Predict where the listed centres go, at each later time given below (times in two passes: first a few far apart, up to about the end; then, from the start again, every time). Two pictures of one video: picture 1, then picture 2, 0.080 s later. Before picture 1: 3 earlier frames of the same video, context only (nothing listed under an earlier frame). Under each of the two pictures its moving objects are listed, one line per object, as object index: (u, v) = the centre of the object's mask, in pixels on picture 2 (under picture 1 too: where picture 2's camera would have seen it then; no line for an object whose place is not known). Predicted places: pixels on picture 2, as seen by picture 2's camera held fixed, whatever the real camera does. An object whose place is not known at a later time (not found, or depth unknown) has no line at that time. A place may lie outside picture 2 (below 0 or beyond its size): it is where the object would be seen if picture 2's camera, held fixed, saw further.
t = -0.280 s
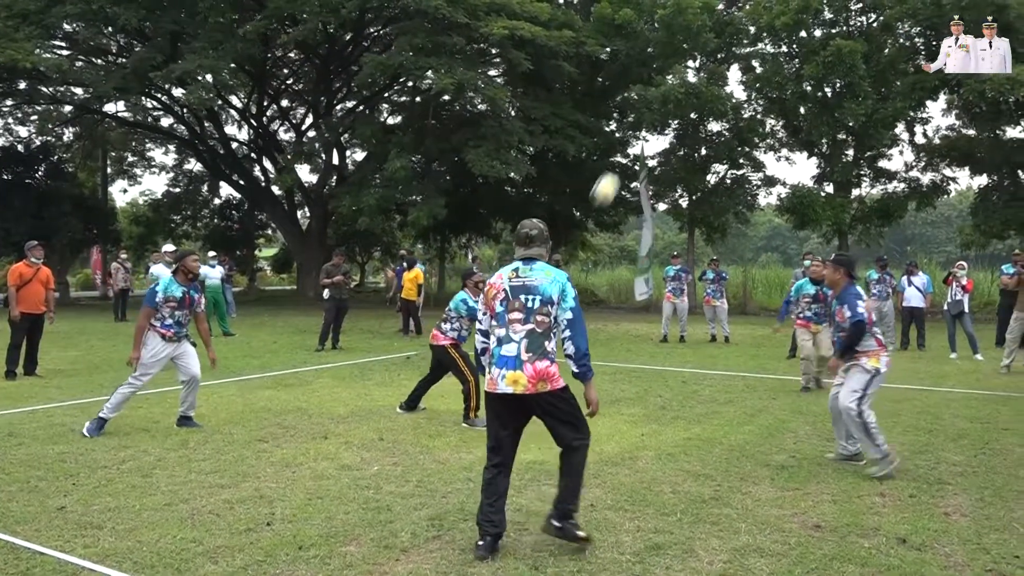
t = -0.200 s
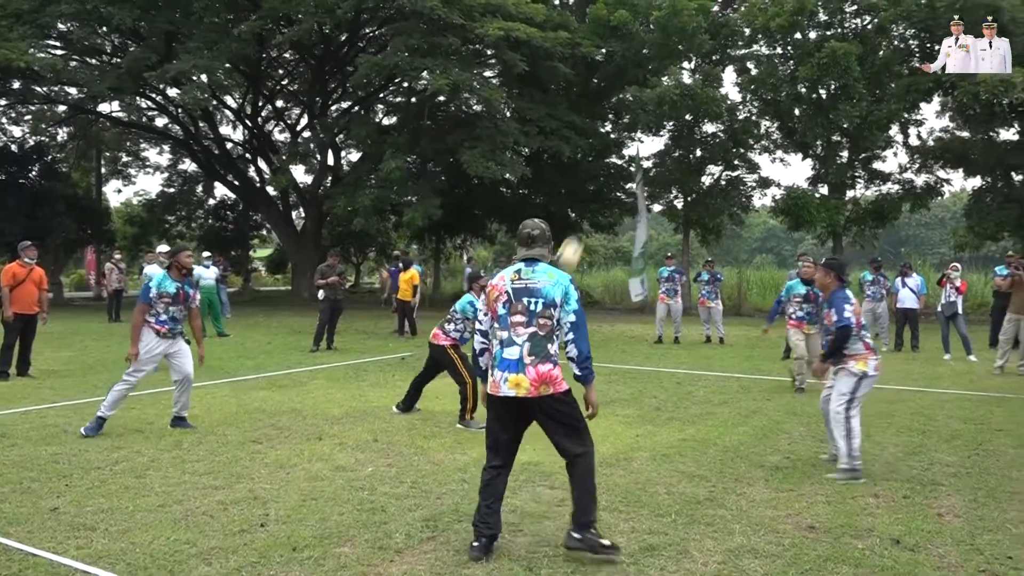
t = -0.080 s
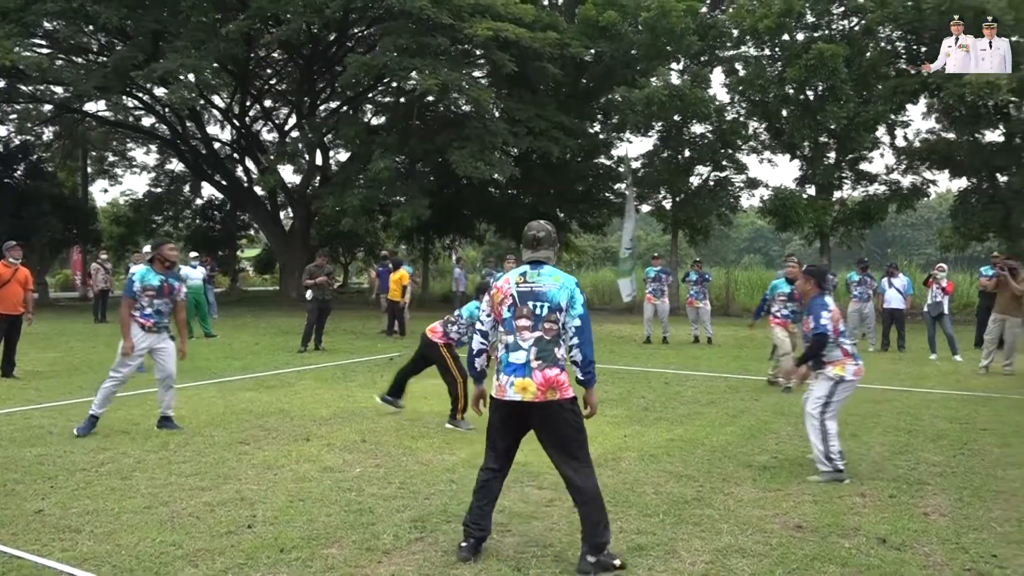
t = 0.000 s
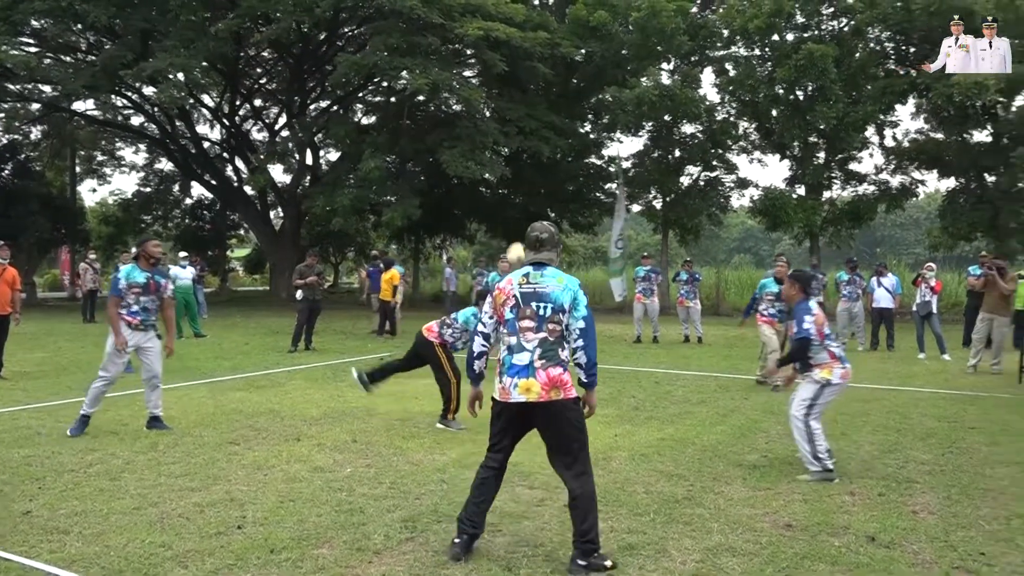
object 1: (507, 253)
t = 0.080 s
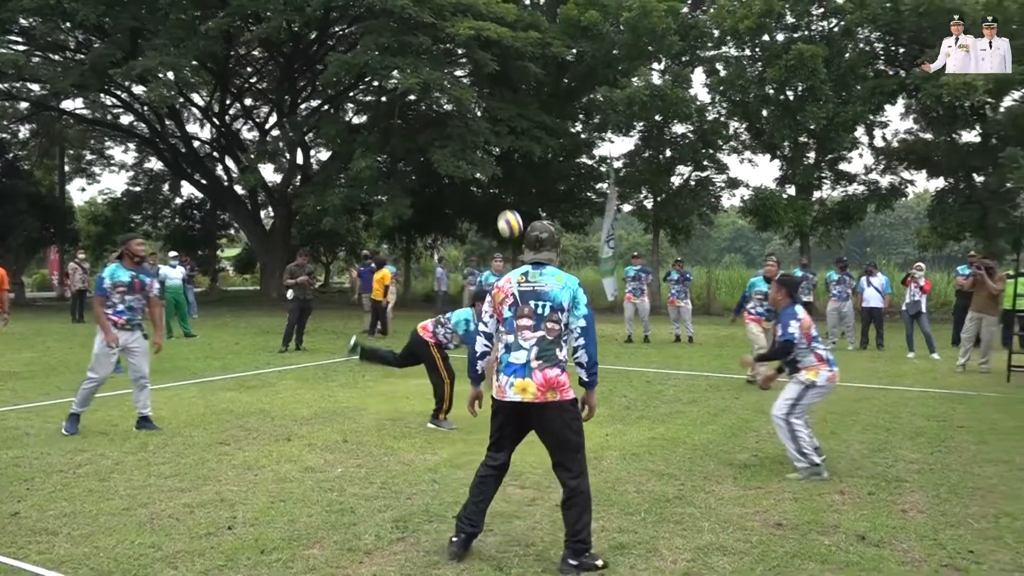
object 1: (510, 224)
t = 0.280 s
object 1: (507, 171)
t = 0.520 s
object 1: (504, 166)
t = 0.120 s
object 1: (510, 210)
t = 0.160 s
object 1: (509, 198)
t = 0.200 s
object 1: (508, 187)
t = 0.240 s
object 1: (508, 178)
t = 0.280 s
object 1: (507, 171)
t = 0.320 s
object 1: (507, 167)
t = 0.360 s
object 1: (507, 163)
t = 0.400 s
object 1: (506, 161)
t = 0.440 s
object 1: (505, 161)
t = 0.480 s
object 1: (505, 163)
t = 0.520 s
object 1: (504, 166)
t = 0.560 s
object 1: (503, 173)
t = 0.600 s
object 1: (502, 181)
